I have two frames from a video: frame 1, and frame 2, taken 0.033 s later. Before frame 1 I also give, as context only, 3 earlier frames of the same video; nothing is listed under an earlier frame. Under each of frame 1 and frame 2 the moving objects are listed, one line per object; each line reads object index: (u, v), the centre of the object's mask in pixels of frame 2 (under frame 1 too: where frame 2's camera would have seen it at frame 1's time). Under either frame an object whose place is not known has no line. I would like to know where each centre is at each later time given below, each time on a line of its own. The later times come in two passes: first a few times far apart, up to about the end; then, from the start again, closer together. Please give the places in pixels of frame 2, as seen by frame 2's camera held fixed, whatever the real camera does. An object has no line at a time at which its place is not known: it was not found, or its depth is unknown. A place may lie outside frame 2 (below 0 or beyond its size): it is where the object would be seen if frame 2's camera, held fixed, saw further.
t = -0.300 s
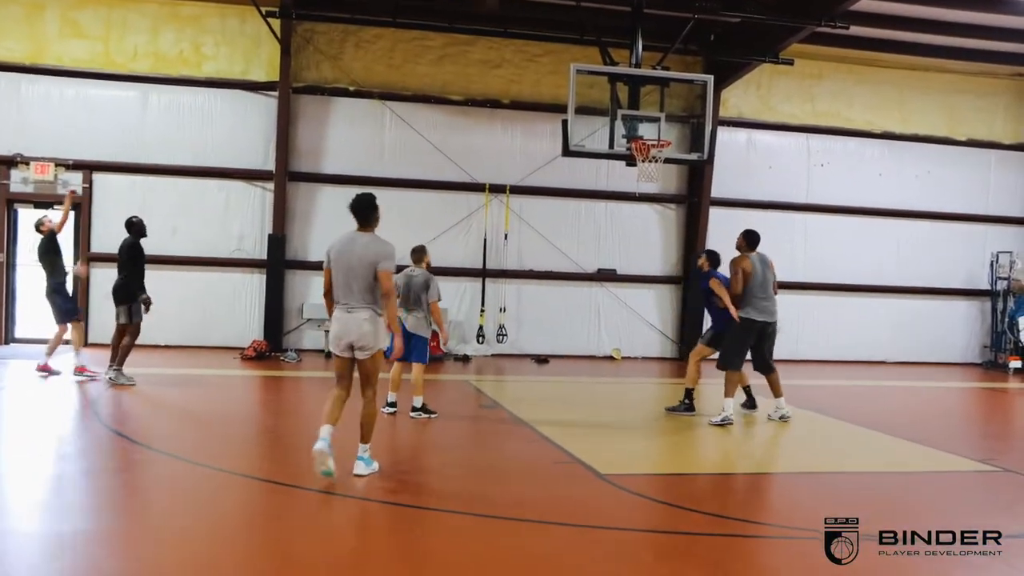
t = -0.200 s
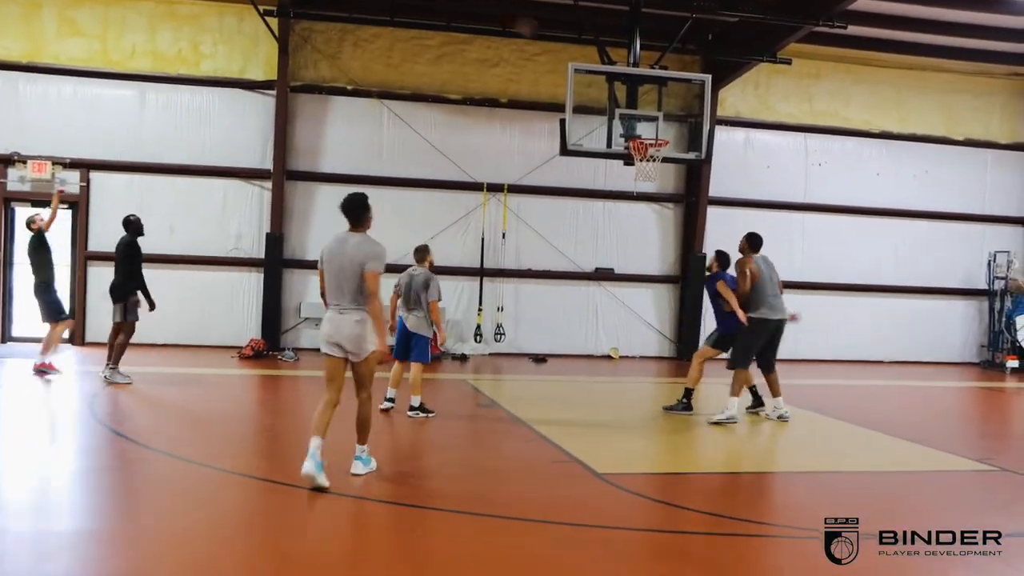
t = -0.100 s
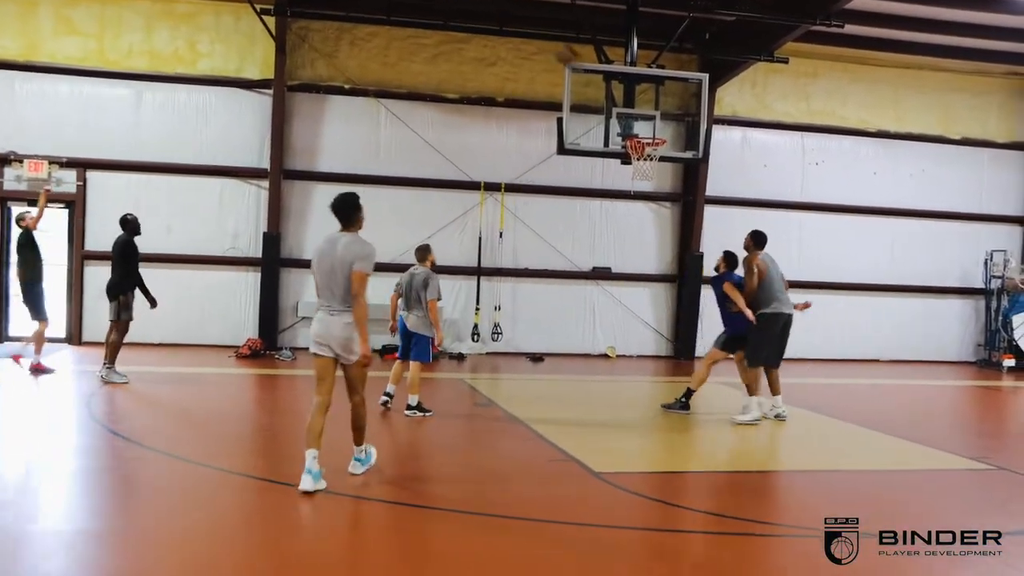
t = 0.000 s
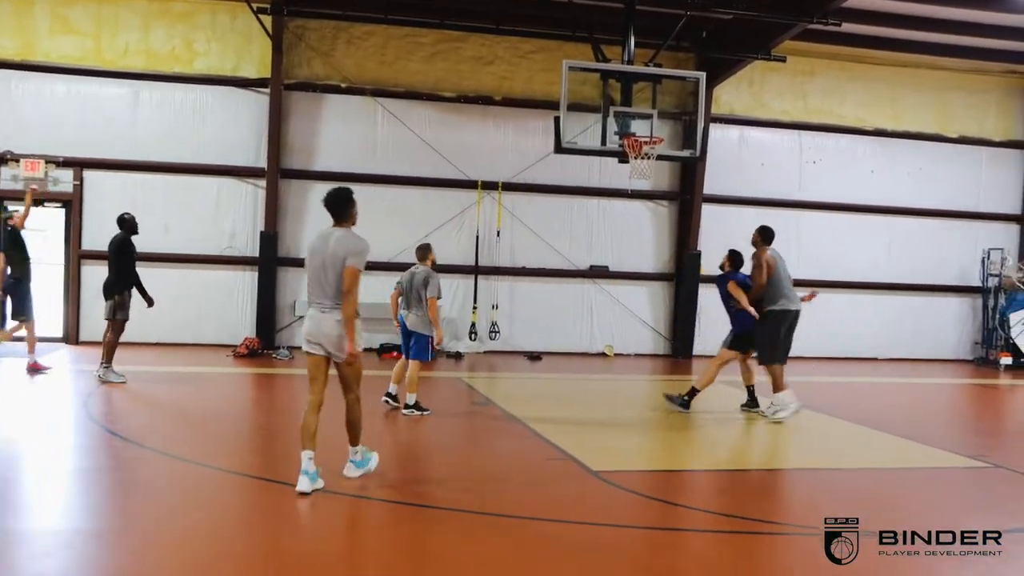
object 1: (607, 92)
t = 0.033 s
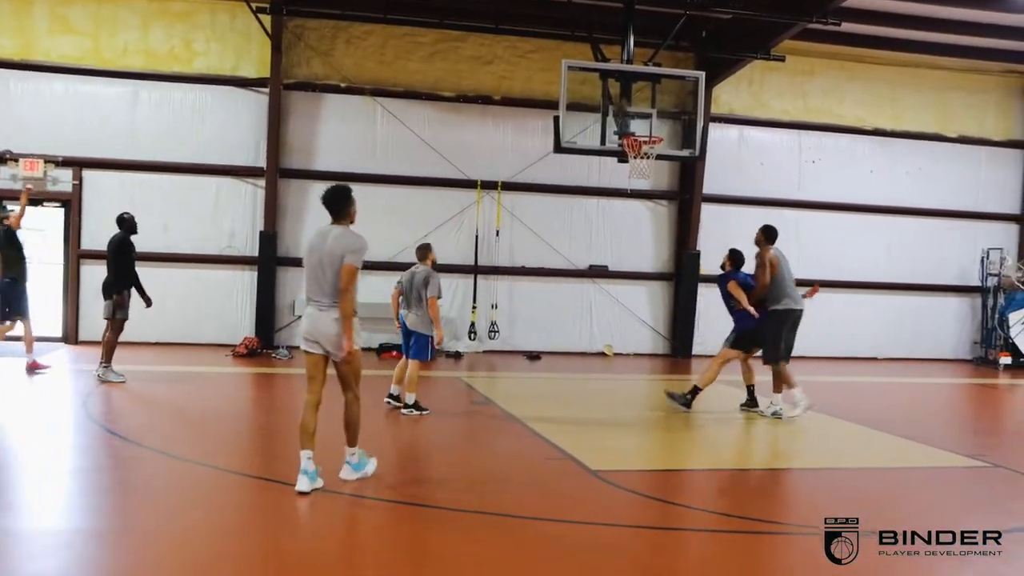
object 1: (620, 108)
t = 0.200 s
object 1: (663, 158)
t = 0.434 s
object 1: (655, 177)
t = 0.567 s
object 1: (651, 210)
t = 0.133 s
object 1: (657, 151)
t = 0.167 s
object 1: (660, 157)
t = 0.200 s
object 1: (663, 158)
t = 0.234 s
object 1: (662, 157)
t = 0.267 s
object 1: (661, 159)
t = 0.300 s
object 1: (660, 161)
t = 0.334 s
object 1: (659, 164)
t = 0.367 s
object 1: (657, 168)
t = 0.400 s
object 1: (657, 171)
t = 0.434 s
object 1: (655, 177)
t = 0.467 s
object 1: (653, 186)
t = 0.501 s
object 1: (653, 193)
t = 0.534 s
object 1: (653, 200)
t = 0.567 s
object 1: (651, 210)
